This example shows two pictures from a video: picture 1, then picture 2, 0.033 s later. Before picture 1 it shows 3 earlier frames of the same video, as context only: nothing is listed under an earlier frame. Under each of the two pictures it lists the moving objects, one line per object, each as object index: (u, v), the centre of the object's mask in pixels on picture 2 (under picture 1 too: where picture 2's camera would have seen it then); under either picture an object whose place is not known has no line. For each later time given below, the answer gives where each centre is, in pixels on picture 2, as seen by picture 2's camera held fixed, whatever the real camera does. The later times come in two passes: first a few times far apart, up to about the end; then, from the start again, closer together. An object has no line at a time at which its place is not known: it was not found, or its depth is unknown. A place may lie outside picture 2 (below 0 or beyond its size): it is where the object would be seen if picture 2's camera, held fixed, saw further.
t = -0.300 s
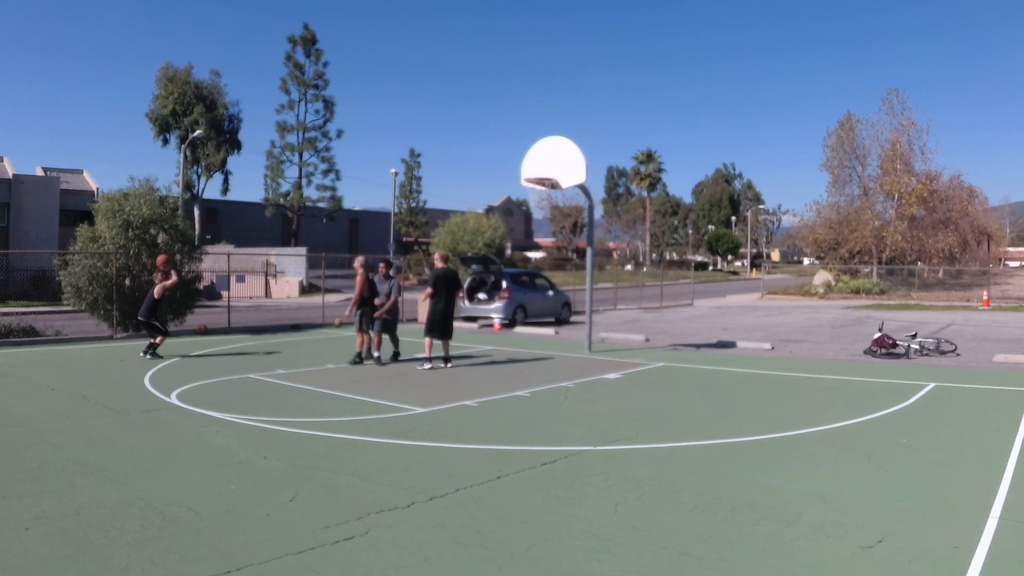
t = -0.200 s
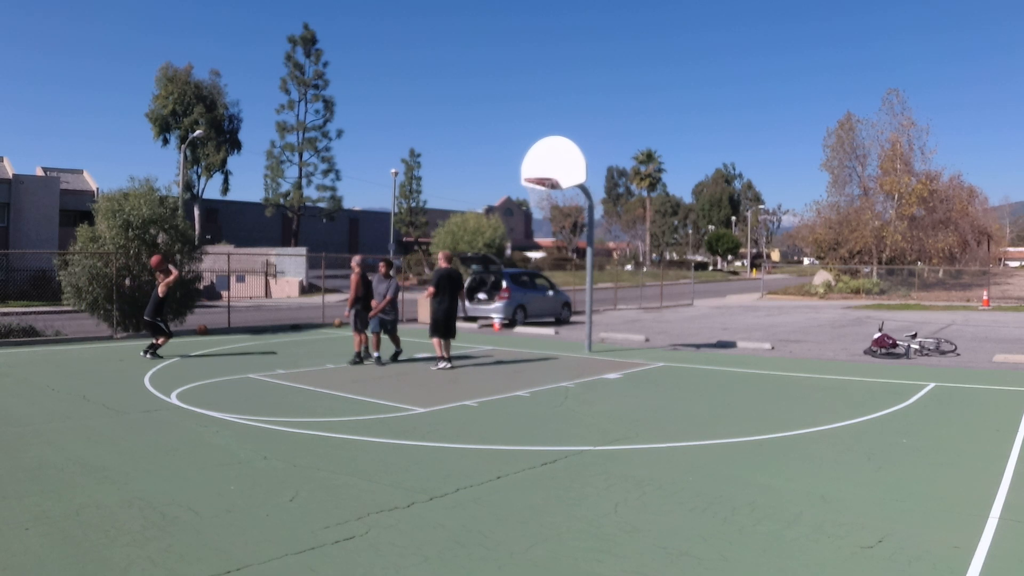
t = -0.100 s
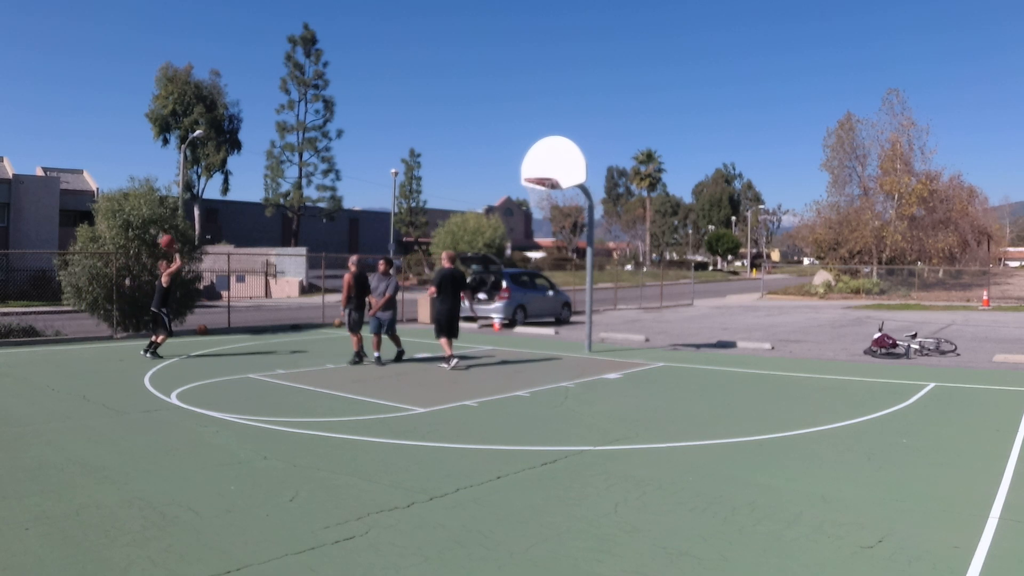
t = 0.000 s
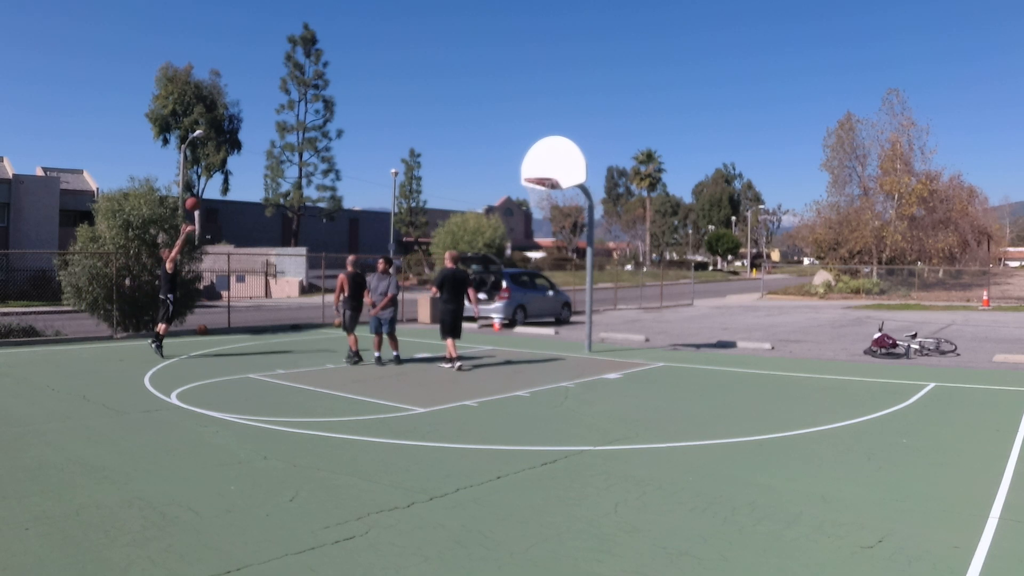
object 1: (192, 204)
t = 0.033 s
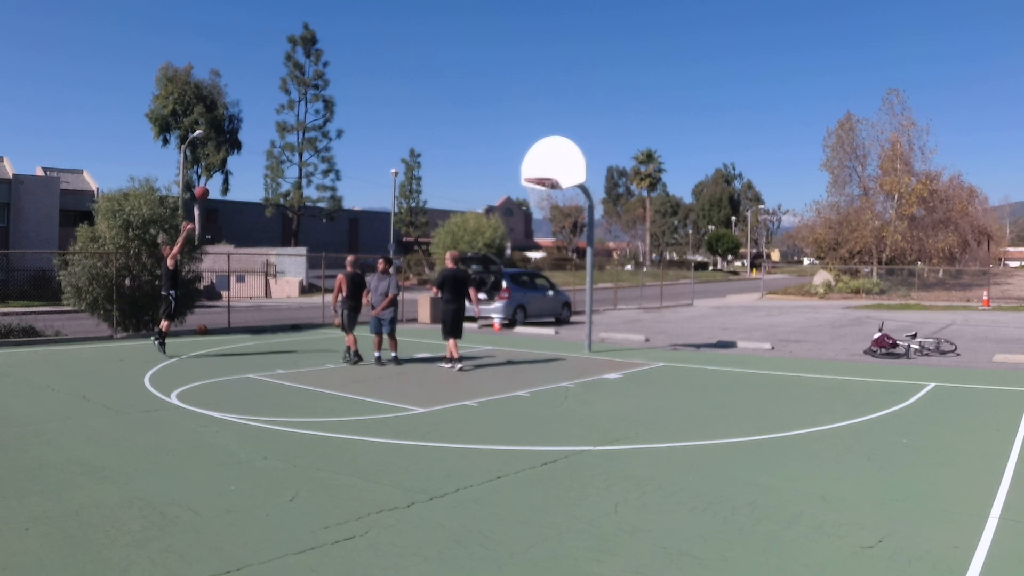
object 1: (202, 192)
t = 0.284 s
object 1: (274, 124)
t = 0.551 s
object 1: (352, 92)
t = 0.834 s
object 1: (434, 103)
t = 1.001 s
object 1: (482, 132)
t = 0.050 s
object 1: (207, 187)
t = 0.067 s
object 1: (211, 181)
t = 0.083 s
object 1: (216, 176)
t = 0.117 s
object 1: (226, 165)
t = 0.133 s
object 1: (230, 161)
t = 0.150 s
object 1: (235, 156)
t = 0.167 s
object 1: (240, 151)
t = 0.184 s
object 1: (245, 147)
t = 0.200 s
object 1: (250, 143)
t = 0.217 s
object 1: (255, 139)
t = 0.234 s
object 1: (260, 135)
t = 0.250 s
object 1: (265, 131)
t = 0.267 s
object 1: (269, 128)
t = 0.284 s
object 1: (274, 124)
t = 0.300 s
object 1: (279, 121)
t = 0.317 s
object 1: (284, 118)
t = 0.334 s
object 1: (289, 115)
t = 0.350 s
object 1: (293, 112)
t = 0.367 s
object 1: (298, 109)
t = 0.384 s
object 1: (303, 107)
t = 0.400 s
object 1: (308, 105)
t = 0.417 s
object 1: (313, 102)
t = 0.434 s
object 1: (317, 100)
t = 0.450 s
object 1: (322, 99)
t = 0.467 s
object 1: (327, 97)
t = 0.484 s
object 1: (332, 96)
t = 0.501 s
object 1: (337, 94)
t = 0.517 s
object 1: (342, 93)
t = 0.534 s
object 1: (347, 92)
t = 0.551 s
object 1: (352, 92)
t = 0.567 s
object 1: (357, 91)
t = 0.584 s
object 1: (361, 90)
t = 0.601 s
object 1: (366, 90)
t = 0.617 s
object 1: (371, 90)
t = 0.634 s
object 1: (376, 90)
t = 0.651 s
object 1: (381, 90)
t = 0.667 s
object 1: (386, 90)
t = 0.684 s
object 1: (390, 91)
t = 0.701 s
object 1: (395, 91)
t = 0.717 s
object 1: (400, 92)
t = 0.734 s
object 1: (405, 93)
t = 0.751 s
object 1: (410, 94)
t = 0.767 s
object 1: (415, 96)
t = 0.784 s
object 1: (419, 97)
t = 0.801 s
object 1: (424, 99)
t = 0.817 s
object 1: (429, 100)
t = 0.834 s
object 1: (434, 103)
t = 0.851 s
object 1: (439, 105)
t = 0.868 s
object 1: (443, 107)
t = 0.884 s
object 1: (448, 109)
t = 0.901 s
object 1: (453, 112)
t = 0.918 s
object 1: (458, 115)
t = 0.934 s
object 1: (463, 118)
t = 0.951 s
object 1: (468, 121)
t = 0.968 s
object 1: (472, 125)
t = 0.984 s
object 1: (478, 128)
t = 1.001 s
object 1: (482, 132)
